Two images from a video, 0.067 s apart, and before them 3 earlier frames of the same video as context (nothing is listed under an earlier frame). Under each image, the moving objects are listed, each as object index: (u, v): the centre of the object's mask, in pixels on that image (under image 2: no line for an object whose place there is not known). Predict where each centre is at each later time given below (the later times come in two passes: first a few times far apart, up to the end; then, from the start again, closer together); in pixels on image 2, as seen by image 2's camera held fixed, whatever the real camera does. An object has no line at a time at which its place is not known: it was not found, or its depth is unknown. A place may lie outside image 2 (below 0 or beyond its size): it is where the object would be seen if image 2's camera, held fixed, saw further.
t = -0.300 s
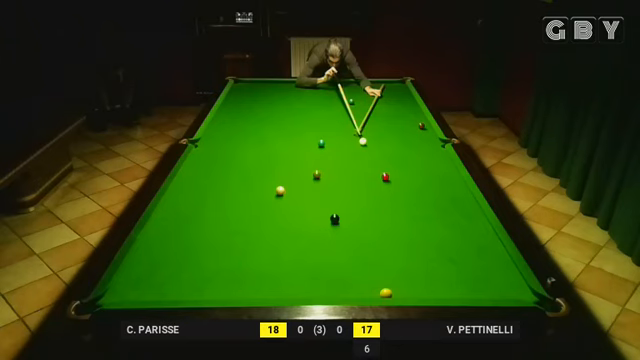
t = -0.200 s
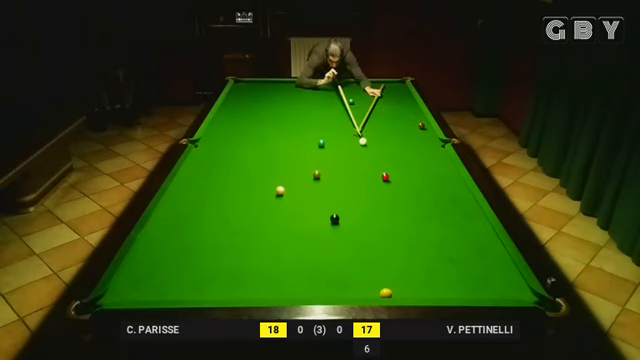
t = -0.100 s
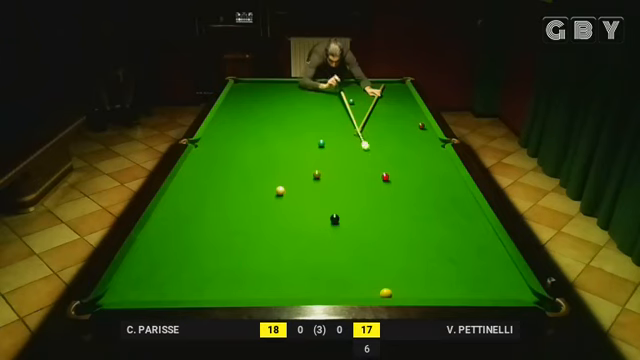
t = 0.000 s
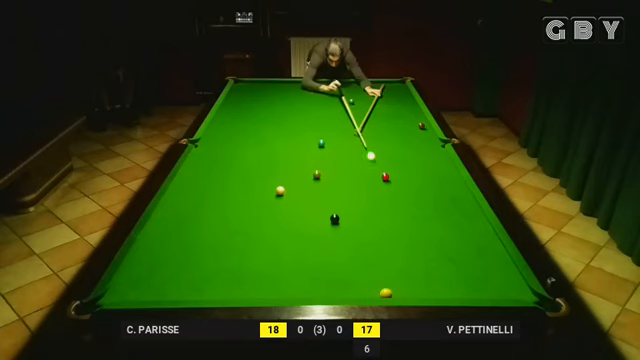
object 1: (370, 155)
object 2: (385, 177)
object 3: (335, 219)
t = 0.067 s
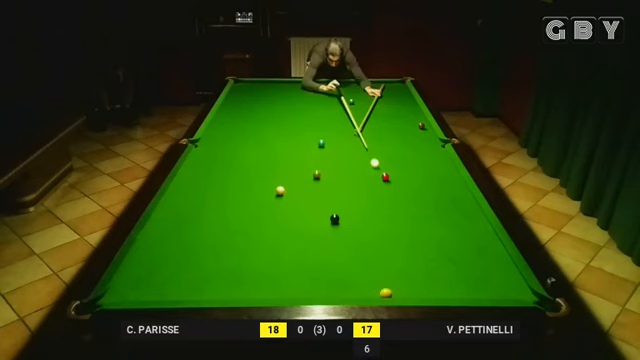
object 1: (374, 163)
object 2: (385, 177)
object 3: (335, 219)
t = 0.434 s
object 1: (367, 182)
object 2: (414, 197)
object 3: (335, 219)
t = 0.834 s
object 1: (349, 199)
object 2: (456, 225)
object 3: (335, 219)
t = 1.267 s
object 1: (328, 215)
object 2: (507, 263)
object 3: (335, 222)
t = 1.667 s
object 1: (308, 219)
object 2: (508, 294)
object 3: (336, 233)
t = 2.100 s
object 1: (289, 224)
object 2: (478, 274)
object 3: (337, 244)
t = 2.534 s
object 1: (272, 229)
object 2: (454, 255)
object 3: (338, 254)
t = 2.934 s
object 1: (260, 233)
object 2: (436, 242)
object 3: (340, 261)
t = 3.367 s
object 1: (249, 236)
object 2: (421, 230)
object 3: (341, 267)
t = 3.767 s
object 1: (242, 237)
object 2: (411, 223)
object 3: (342, 270)
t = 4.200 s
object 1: (237, 238)
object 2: (401, 216)
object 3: (343, 271)
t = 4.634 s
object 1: (236, 239)
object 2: (393, 211)
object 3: (343, 271)
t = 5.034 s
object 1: (236, 238)
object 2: (388, 209)
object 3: (343, 271)
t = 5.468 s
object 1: (236, 238)
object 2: (386, 207)
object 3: (343, 271)
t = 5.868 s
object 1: (236, 239)
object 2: (385, 207)
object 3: (343, 271)
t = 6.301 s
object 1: (236, 238)
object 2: (385, 207)
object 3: (343, 271)
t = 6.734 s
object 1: (236, 239)
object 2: (385, 207)
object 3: (343, 271)
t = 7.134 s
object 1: (236, 239)
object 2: (385, 207)
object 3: (343, 271)
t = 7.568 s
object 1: (236, 238)
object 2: (385, 207)
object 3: (343, 271)
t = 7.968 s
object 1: (236, 238)
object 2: (385, 207)
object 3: (343, 271)
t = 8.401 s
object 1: (236, 238)
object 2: (385, 207)
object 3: (343, 271)
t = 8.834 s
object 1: (236, 238)
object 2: (385, 207)
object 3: (343, 271)
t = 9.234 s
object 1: (236, 239)
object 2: (385, 207)
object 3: (343, 271)
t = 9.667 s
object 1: (236, 238)
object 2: (385, 207)
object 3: (343, 271)
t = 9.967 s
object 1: (236, 238)
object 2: (385, 207)
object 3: (343, 271)
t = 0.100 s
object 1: (376, 166)
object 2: (385, 177)
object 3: (335, 219)
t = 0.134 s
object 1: (378, 169)
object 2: (385, 177)
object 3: (335, 219)
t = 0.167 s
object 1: (379, 172)
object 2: (386, 177)
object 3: (334, 219)
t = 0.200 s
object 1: (378, 174)
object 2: (389, 180)
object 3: (334, 219)
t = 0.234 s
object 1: (376, 175)
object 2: (393, 182)
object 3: (334, 219)
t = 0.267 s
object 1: (374, 175)
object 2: (397, 185)
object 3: (335, 219)
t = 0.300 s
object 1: (372, 177)
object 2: (401, 187)
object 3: (334, 219)
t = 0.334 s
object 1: (371, 178)
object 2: (404, 190)
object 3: (334, 219)
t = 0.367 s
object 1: (369, 179)
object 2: (407, 192)
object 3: (334, 219)
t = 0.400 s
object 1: (368, 181)
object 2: (411, 195)
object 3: (334, 219)
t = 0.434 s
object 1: (367, 182)
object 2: (414, 197)
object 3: (335, 219)
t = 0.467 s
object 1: (365, 183)
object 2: (417, 199)
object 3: (334, 219)
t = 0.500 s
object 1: (364, 185)
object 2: (421, 201)
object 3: (334, 219)
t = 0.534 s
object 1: (362, 186)
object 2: (424, 203)
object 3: (335, 219)
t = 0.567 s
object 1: (361, 187)
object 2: (427, 206)
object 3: (335, 219)
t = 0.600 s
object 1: (360, 189)
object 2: (431, 208)
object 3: (335, 219)
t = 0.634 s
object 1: (358, 190)
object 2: (434, 211)
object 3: (335, 219)
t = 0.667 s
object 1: (357, 192)
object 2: (437, 213)
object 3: (335, 219)
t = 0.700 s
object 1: (355, 193)
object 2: (441, 216)
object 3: (335, 219)
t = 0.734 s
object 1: (354, 194)
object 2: (445, 218)
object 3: (335, 219)
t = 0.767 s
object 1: (352, 196)
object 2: (449, 221)
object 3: (335, 219)
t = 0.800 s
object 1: (351, 197)
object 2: (452, 223)
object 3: (335, 219)
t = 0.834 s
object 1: (349, 199)
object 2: (456, 225)
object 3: (335, 219)
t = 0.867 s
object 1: (348, 200)
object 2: (460, 228)
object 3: (335, 219)
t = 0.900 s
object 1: (346, 201)
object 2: (464, 231)
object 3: (335, 219)
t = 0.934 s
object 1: (345, 203)
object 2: (468, 234)
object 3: (335, 219)
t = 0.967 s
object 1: (343, 205)
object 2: (472, 236)
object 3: (334, 219)
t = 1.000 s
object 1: (342, 205)
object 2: (476, 239)
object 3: (334, 219)
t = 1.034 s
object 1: (340, 208)
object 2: (480, 242)
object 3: (334, 219)
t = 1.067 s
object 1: (339, 209)
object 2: (485, 245)
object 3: (334, 219)
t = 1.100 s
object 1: (337, 210)
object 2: (489, 248)
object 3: (334, 219)
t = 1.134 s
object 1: (336, 210)
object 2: (493, 251)
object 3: (335, 219)
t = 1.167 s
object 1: (334, 211)
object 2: (498, 254)
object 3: (335, 219)
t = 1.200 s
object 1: (332, 212)
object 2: (503, 257)
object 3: (334, 220)
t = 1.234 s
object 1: (330, 214)
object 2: (506, 261)
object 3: (335, 221)
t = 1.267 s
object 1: (328, 215)
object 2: (507, 263)
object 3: (335, 222)
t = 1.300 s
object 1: (327, 215)
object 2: (506, 265)
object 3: (335, 223)
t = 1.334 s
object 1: (325, 215)
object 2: (507, 268)
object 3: (335, 224)
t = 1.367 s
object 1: (323, 216)
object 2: (507, 271)
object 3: (335, 225)
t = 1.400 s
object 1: (322, 216)
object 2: (507, 274)
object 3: (335, 226)
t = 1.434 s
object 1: (320, 216)
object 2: (507, 276)
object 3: (336, 226)
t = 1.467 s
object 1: (318, 217)
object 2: (507, 279)
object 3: (336, 228)
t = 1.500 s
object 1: (316, 217)
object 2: (507, 282)
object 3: (336, 229)
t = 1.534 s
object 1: (315, 218)
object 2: (508, 285)
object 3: (336, 229)
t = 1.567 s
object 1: (313, 218)
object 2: (508, 288)
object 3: (336, 231)
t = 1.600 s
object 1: (312, 218)
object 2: (508, 290)
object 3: (336, 231)
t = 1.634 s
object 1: (310, 219)
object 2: (508, 293)
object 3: (336, 232)
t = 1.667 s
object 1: (308, 219)
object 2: (508, 294)
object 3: (336, 233)
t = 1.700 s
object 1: (307, 220)
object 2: (506, 294)
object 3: (336, 234)
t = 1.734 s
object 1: (305, 220)
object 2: (503, 293)
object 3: (337, 235)
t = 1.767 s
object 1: (304, 220)
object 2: (501, 292)
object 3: (337, 236)
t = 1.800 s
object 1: (302, 221)
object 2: (498, 290)
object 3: (337, 237)
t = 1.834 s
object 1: (301, 222)
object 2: (496, 287)
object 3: (337, 238)
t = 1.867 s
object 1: (299, 222)
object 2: (494, 286)
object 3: (337, 238)
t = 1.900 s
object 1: (298, 222)
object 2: (491, 284)
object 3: (337, 239)
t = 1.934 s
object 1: (296, 222)
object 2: (489, 282)
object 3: (337, 240)
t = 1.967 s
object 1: (295, 223)
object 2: (487, 280)
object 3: (337, 241)
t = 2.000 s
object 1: (293, 223)
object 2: (484, 279)
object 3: (337, 242)
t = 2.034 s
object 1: (292, 224)
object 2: (482, 277)
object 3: (337, 243)
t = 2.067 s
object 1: (290, 224)
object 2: (480, 276)
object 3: (337, 243)
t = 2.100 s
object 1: (289, 224)
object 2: (478, 274)
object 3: (337, 244)
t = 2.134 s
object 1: (288, 225)
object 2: (476, 272)
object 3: (337, 245)
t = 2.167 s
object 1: (286, 225)
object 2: (474, 271)
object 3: (337, 246)
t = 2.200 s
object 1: (285, 225)
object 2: (472, 269)
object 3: (337, 247)
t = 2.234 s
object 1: (284, 226)
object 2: (470, 268)
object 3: (337, 247)
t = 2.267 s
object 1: (282, 227)
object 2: (468, 266)
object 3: (338, 248)
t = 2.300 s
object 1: (281, 226)
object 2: (466, 265)
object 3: (338, 249)
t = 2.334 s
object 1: (280, 227)
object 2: (464, 263)
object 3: (338, 250)
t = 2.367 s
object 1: (278, 227)
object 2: (462, 262)
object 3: (338, 250)
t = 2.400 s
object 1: (277, 227)
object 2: (461, 261)
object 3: (338, 251)
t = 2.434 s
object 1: (276, 228)
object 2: (459, 259)
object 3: (338, 251)
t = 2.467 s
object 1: (275, 228)
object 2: (457, 258)
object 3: (338, 252)
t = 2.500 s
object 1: (274, 229)
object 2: (455, 257)
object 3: (338, 253)
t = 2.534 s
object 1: (272, 229)
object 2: (454, 255)
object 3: (338, 254)
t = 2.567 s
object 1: (271, 229)
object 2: (452, 254)
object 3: (338, 254)
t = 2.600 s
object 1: (270, 230)
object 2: (450, 253)
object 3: (338, 255)
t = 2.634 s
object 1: (269, 230)
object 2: (449, 252)
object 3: (338, 255)
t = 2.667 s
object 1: (268, 230)
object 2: (447, 250)
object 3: (338, 256)
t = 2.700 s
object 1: (267, 231)
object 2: (446, 249)
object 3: (339, 257)
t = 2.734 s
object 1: (266, 231)
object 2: (445, 248)
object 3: (339, 257)
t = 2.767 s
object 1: (265, 231)
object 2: (443, 247)
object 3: (339, 258)
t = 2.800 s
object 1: (264, 232)
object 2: (442, 246)
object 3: (339, 258)
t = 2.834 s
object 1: (263, 232)
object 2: (440, 245)
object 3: (339, 259)
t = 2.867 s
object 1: (262, 232)
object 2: (439, 244)
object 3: (339, 260)
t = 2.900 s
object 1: (261, 232)
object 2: (437, 243)
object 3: (339, 260)
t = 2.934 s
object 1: (260, 233)
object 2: (436, 242)
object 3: (340, 261)
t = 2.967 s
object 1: (259, 233)
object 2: (435, 241)
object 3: (340, 261)
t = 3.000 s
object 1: (257, 233)
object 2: (434, 240)
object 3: (340, 262)
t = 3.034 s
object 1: (257, 233)
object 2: (432, 239)
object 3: (340, 262)
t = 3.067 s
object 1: (256, 233)
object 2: (431, 238)
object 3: (340, 263)
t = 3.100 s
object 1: (255, 233)
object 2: (430, 237)
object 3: (340, 263)
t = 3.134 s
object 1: (254, 234)
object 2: (429, 236)
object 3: (340, 264)
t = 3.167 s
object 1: (253, 234)
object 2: (428, 235)
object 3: (340, 264)
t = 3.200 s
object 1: (252, 234)
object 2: (426, 234)
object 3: (340, 264)
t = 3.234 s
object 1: (251, 234)
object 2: (425, 234)
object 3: (340, 265)
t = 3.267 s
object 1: (251, 234)
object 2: (424, 233)
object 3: (340, 265)
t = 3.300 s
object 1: (250, 234)
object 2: (424, 232)
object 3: (341, 266)
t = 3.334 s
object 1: (249, 235)
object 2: (422, 231)
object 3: (341, 266)
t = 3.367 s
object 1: (249, 236)
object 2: (421, 230)
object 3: (341, 267)
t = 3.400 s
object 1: (248, 235)
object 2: (420, 230)
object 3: (341, 267)
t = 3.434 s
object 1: (247, 236)
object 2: (419, 229)
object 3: (341, 267)
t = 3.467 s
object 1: (247, 235)
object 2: (419, 228)
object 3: (341, 268)
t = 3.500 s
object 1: (246, 236)
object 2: (417, 227)
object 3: (341, 268)
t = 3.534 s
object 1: (245, 236)
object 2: (416, 227)
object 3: (342, 268)
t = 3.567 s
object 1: (245, 236)
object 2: (416, 226)
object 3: (342, 268)
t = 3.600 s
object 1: (244, 236)
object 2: (415, 226)
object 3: (342, 269)
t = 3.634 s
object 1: (244, 236)
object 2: (414, 225)
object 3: (342, 269)
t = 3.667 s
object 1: (243, 237)
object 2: (413, 224)
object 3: (342, 269)
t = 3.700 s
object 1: (243, 237)
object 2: (412, 224)
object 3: (342, 269)
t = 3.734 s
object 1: (242, 237)
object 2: (411, 223)
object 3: (342, 270)
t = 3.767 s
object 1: (242, 237)
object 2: (411, 223)
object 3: (342, 270)
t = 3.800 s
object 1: (241, 237)
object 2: (410, 222)
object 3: (342, 270)
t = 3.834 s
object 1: (241, 237)
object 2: (409, 221)
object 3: (342, 270)
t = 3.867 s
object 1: (240, 237)
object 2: (408, 220)
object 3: (343, 270)
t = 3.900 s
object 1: (240, 238)
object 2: (407, 220)
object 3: (343, 270)
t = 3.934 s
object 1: (240, 237)
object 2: (407, 220)
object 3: (343, 271)
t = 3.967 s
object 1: (239, 237)
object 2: (405, 219)
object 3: (343, 271)
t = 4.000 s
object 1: (239, 237)
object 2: (405, 219)
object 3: (343, 271)
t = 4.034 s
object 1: (239, 238)
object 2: (404, 218)
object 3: (343, 271)
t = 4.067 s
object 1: (238, 238)
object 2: (403, 217)
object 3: (343, 271)
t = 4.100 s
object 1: (238, 238)
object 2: (403, 217)
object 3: (343, 271)
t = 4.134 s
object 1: (238, 238)
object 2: (402, 217)
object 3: (343, 271)
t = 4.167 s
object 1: (237, 238)
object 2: (401, 216)
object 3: (343, 271)
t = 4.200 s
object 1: (237, 238)
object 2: (401, 216)
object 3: (343, 271)
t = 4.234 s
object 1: (237, 238)
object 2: (400, 215)
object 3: (343, 271)
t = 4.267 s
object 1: (237, 238)
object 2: (399, 215)
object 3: (343, 271)
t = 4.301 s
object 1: (237, 239)
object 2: (399, 215)
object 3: (343, 271)
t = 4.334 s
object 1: (237, 238)
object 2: (398, 214)
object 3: (343, 271)
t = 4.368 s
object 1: (236, 239)
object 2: (398, 214)
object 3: (343, 271)
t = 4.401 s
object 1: (236, 238)
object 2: (397, 213)
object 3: (343, 271)
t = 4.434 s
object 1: (236, 239)
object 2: (396, 213)
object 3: (343, 271)
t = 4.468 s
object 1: (236, 238)
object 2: (396, 213)
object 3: (343, 271)
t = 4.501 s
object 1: (236, 238)
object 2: (395, 212)
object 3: (343, 271)
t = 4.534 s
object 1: (236, 239)
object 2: (395, 212)
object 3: (343, 271)
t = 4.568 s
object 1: (236, 238)
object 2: (394, 212)
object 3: (343, 271)
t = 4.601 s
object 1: (236, 238)
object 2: (394, 211)
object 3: (343, 271)
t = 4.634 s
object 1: (236, 239)
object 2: (393, 211)
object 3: (343, 271)
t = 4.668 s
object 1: (236, 238)
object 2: (393, 211)
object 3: (343, 271)
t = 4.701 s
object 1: (236, 238)
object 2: (392, 211)
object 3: (343, 271)
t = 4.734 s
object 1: (236, 239)
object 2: (392, 210)
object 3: (343, 271)
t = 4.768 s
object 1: (236, 238)
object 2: (391, 210)
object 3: (343, 271)
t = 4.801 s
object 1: (236, 239)
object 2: (391, 210)
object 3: (343, 271)
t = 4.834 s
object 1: (236, 238)
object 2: (391, 210)
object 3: (343, 271)
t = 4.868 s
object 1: (236, 238)
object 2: (390, 210)
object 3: (343, 271)
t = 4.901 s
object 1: (236, 239)
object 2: (390, 209)
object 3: (343, 271)
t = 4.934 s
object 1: (236, 238)
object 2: (389, 209)
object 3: (343, 271)
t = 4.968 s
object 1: (236, 239)
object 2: (389, 209)
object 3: (343, 271)
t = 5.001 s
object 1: (236, 238)
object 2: (389, 209)
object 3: (343, 271)
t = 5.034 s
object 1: (236, 238)
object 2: (388, 209)
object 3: (343, 271)
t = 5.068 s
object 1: (236, 238)
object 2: (388, 208)
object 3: (343, 271)
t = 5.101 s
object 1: (236, 239)
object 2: (388, 208)
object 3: (343, 271)
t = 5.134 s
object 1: (236, 238)
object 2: (388, 208)
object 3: (343, 271)
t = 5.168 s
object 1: (236, 238)
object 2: (387, 208)
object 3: (343, 271)
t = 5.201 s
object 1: (236, 238)
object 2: (387, 208)
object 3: (343, 271)
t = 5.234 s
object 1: (236, 239)
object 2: (387, 208)
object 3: (343, 271)
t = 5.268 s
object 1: (236, 238)
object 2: (387, 208)
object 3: (343, 271)
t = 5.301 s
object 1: (236, 239)
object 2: (386, 208)
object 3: (343, 271)
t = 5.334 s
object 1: (236, 238)
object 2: (386, 207)
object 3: (343, 271)
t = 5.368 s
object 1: (236, 239)
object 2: (386, 207)
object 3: (343, 271)
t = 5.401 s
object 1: (236, 238)
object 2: (386, 207)
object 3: (343, 271)
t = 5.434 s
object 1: (236, 238)
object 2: (386, 207)
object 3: (343, 271)
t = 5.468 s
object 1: (236, 238)
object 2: (386, 207)
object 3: (343, 271)
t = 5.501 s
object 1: (236, 239)
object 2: (385, 207)
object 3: (343, 271)
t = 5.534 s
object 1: (236, 238)
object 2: (385, 207)
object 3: (343, 271)
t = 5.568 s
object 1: (236, 238)
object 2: (385, 207)
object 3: (343, 271)
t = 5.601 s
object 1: (236, 239)
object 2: (385, 207)
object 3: (343, 271)
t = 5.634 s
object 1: (236, 238)
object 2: (385, 207)
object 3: (343, 271)
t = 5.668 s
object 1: (236, 238)
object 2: (385, 207)
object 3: (343, 271)
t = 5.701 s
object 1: (236, 239)
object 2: (385, 207)
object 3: (343, 271)
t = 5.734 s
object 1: (236, 238)
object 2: (385, 207)
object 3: (343, 271)
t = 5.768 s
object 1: (236, 238)
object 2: (385, 207)
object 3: (343, 271)
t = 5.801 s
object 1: (236, 239)
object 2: (385, 207)
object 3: (343, 271)
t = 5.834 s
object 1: (236, 238)
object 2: (385, 207)
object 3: (343, 271)
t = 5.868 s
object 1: (236, 239)
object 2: (385, 207)
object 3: (343, 271)
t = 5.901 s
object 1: (236, 238)
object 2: (385, 207)
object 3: (343, 271)
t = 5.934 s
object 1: (236, 239)
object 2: (385, 207)
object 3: (343, 271)
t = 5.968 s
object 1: (236, 238)
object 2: (385, 207)
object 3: (343, 271)
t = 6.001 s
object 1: (236, 238)
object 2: (385, 207)
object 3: (343, 271)
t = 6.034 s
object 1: (236, 239)
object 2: (385, 207)
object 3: (343, 271)
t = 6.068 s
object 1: (236, 238)
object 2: (385, 207)
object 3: (343, 271)
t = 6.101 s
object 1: (236, 238)
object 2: (385, 207)
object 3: (343, 271)
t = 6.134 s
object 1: (236, 238)
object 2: (385, 207)
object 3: (343, 271)
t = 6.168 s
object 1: (236, 239)
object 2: (385, 207)
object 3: (343, 271)
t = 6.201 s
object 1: (236, 238)
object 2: (385, 207)
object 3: (343, 271)
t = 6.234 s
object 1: (236, 238)
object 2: (385, 207)
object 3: (343, 271)
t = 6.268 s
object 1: (236, 238)
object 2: (385, 207)
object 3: (343, 271)
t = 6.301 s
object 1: (236, 238)
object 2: (385, 207)
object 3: (343, 271)
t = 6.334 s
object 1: (236, 239)
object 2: (385, 207)
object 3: (343, 271)
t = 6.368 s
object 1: (236, 238)
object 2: (385, 207)
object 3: (343, 271)
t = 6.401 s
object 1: (236, 238)
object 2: (385, 207)
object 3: (343, 271)
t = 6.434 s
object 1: (236, 239)
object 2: (385, 207)
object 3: (343, 271)
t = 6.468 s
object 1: (236, 238)
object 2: (385, 207)
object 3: (343, 271)
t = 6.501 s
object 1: (236, 239)
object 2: (385, 207)
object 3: (343, 271)
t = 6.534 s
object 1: (236, 238)
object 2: (385, 207)
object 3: (343, 271)
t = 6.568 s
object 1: (236, 238)
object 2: (385, 207)
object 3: (343, 271)
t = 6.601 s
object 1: (236, 239)
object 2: (385, 207)
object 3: (343, 271)
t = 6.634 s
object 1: (236, 238)
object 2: (385, 207)
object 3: (343, 271)
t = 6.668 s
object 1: (236, 238)
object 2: (385, 207)
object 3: (343, 271)
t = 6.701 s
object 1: (236, 238)
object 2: (385, 207)
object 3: (343, 271)
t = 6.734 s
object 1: (236, 239)
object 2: (385, 207)
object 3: (343, 271)
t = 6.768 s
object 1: (236, 238)
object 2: (385, 207)
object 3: (343, 271)
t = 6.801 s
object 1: (236, 238)
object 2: (385, 207)
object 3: (343, 271)
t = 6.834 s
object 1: (236, 239)
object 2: (385, 207)
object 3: (343, 271)
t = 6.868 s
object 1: (236, 238)
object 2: (385, 207)
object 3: (343, 271)
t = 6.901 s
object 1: (236, 239)
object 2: (385, 207)
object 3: (343, 271)
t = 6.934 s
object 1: (236, 238)
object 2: (385, 207)
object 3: (343, 271)
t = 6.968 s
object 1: (236, 238)
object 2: (385, 207)
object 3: (343, 271)
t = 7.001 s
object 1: (236, 239)
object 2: (385, 207)
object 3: (343, 271)
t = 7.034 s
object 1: (236, 238)
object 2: (385, 207)
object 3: (343, 271)
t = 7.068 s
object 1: (236, 238)
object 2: (385, 207)
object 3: (343, 271)
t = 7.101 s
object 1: (236, 238)
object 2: (385, 207)
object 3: (343, 271)
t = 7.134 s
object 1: (236, 239)
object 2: (385, 207)
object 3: (343, 271)
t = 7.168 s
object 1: (236, 238)
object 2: (385, 207)
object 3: (343, 271)
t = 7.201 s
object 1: (236, 238)
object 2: (385, 207)
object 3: (343, 271)
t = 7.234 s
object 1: (236, 239)
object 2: (385, 207)
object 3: (343, 271)
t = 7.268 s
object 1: (236, 238)
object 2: (385, 207)
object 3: (343, 271)
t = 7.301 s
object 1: (236, 238)
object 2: (385, 207)
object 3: (343, 271)
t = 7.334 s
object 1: (236, 238)
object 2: (385, 207)
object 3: (343, 271)
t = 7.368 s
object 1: (236, 239)
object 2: (385, 207)
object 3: (343, 271)
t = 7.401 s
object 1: (236, 238)
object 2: (385, 207)
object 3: (343, 271)
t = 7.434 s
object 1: (236, 238)
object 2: (385, 207)
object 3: (343, 271)
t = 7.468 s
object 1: (236, 239)
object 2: (385, 207)
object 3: (343, 271)
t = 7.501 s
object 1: (236, 238)
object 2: (385, 207)
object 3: (343, 271)
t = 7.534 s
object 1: (236, 239)
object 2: (385, 207)
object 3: (343, 271)
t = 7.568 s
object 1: (236, 238)
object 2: (385, 207)
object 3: (343, 271)
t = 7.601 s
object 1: (236, 239)
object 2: (385, 207)
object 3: (343, 271)
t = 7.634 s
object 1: (236, 238)
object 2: (385, 207)
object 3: (343, 271)
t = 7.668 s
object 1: (236, 238)
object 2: (385, 207)
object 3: (343, 271)
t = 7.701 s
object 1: (236, 239)
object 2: (385, 207)
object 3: (343, 271)
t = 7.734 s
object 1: (236, 238)
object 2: (385, 207)
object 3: (343, 271)
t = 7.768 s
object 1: (236, 238)
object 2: (385, 207)
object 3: (343, 271)
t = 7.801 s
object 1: (236, 238)
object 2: (385, 207)
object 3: (343, 271)
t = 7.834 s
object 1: (236, 239)
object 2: (385, 207)
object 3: (343, 271)
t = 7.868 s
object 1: (236, 238)
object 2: (385, 207)
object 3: (343, 271)
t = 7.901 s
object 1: (236, 238)
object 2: (385, 207)
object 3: (343, 271)
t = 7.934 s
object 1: (236, 239)
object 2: (385, 207)
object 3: (343, 271)
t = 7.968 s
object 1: (236, 238)
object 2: (385, 207)
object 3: (343, 271)
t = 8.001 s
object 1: (236, 238)
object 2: (385, 207)
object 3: (343, 271)
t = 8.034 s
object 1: (236, 238)
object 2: (385, 207)
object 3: (343, 271)
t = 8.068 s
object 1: (236, 239)
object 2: (385, 207)
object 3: (343, 271)
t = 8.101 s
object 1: (236, 238)
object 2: (385, 207)
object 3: (343, 271)
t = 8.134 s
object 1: (236, 238)
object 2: (385, 207)
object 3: (343, 271)
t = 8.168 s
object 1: (236, 239)
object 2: (385, 207)
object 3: (343, 271)
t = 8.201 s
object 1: (236, 238)
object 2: (385, 207)
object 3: (343, 271)
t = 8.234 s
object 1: (236, 239)
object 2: (385, 207)
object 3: (343, 271)
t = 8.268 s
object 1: (236, 238)
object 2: (385, 207)
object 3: (343, 271)
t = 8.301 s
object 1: (236, 239)
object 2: (385, 207)
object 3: (343, 271)
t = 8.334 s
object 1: (236, 238)
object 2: (385, 207)
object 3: (343, 271)
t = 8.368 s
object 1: (236, 238)
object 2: (385, 207)
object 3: (343, 271)
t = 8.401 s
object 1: (236, 238)
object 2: (385, 207)
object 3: (343, 271)
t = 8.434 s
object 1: (236, 238)
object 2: (385, 207)
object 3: (343, 271)
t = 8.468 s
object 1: (236, 239)
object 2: (385, 207)
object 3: (343, 271)
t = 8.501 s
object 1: (236, 238)
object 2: (385, 207)
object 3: (343, 271)
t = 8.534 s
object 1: (236, 238)
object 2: (385, 207)
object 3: (343, 271)
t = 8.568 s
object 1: (236, 239)
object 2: (385, 207)
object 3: (343, 271)
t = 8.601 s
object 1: (236, 238)
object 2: (385, 207)
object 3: (343, 271)
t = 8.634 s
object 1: (236, 239)
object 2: (385, 207)
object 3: (343, 271)
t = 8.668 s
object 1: (236, 238)
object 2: (385, 207)
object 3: (343, 271)
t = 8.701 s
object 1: (236, 238)
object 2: (385, 207)
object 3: (343, 271)
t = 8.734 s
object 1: (236, 238)
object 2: (385, 207)
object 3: (343, 271)
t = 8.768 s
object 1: (236, 239)
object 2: (385, 207)
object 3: (343, 271)
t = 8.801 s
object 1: (236, 238)
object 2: (385, 207)
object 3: (343, 271)
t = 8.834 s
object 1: (236, 238)
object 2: (385, 207)
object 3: (343, 271)
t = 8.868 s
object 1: (236, 239)
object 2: (385, 207)
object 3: (343, 271)
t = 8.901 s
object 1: (236, 238)
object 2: (385, 207)
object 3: (343, 271)
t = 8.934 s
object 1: (236, 239)
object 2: (385, 207)
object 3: (343, 271)
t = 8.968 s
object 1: (236, 238)
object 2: (385, 207)
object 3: (343, 271)
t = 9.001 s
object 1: (236, 239)
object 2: (385, 207)
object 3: (343, 271)
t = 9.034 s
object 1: (236, 238)
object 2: (385, 207)
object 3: (343, 271)
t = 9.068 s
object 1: (236, 238)
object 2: (385, 207)
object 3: (343, 271)
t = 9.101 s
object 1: (236, 238)
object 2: (385, 207)
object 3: (343, 271)
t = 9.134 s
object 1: (236, 238)
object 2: (385, 207)
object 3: (343, 271)
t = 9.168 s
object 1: (236, 239)
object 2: (385, 207)
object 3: (343, 271)
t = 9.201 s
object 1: (236, 238)
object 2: (385, 207)
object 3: (343, 271)
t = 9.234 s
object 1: (236, 239)
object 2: (385, 207)
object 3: (343, 271)
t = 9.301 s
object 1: (236, 238)
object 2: (385, 207)
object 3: (343, 271)
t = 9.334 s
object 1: (236, 238)
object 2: (385, 207)
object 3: (343, 271)
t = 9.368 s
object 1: (236, 239)
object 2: (385, 207)
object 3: (343, 271)
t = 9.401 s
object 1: (236, 238)
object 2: (385, 207)
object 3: (343, 271)
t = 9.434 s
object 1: (236, 238)
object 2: (385, 207)
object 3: (343, 271)
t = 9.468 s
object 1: (236, 239)
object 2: (385, 207)
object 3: (343, 271)
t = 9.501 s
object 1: (236, 238)
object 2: (385, 207)
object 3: (343, 271)
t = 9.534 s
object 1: (236, 239)
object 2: (385, 207)
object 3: (343, 271)
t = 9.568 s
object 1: (236, 238)
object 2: (385, 207)
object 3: (343, 271)
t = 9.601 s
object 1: (236, 239)
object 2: (385, 207)
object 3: (343, 271)
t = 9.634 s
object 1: (236, 238)
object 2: (385, 207)
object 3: (343, 271)
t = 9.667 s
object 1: (236, 238)
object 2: (385, 207)
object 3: (343, 271)
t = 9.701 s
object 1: (236, 238)
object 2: (385, 207)
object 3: (343, 271)
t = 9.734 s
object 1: (236, 238)
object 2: (385, 207)
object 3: (343, 271)
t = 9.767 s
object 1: (236, 239)
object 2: (385, 207)
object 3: (343, 271)
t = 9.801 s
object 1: (236, 238)
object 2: (385, 207)
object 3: (343, 271)
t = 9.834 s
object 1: (236, 239)
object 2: (385, 207)
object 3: (343, 271)
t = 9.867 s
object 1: (236, 238)
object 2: (385, 207)
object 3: (343, 271)
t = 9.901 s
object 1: (236, 239)
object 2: (385, 207)
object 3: (343, 271)
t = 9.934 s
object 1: (236, 238)
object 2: (385, 207)
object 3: (343, 271)
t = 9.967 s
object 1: (236, 238)
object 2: (385, 207)
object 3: (343, 271)
